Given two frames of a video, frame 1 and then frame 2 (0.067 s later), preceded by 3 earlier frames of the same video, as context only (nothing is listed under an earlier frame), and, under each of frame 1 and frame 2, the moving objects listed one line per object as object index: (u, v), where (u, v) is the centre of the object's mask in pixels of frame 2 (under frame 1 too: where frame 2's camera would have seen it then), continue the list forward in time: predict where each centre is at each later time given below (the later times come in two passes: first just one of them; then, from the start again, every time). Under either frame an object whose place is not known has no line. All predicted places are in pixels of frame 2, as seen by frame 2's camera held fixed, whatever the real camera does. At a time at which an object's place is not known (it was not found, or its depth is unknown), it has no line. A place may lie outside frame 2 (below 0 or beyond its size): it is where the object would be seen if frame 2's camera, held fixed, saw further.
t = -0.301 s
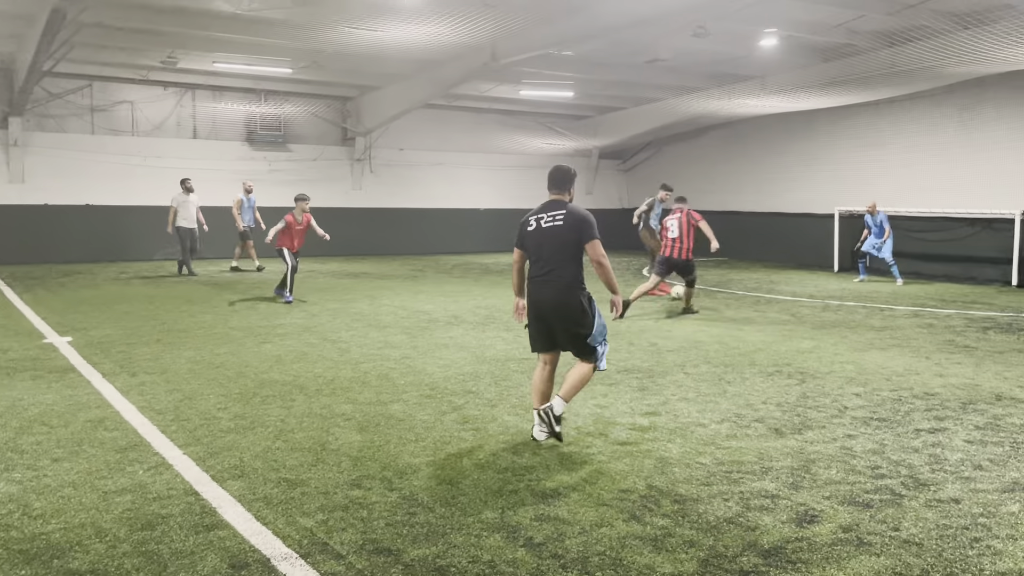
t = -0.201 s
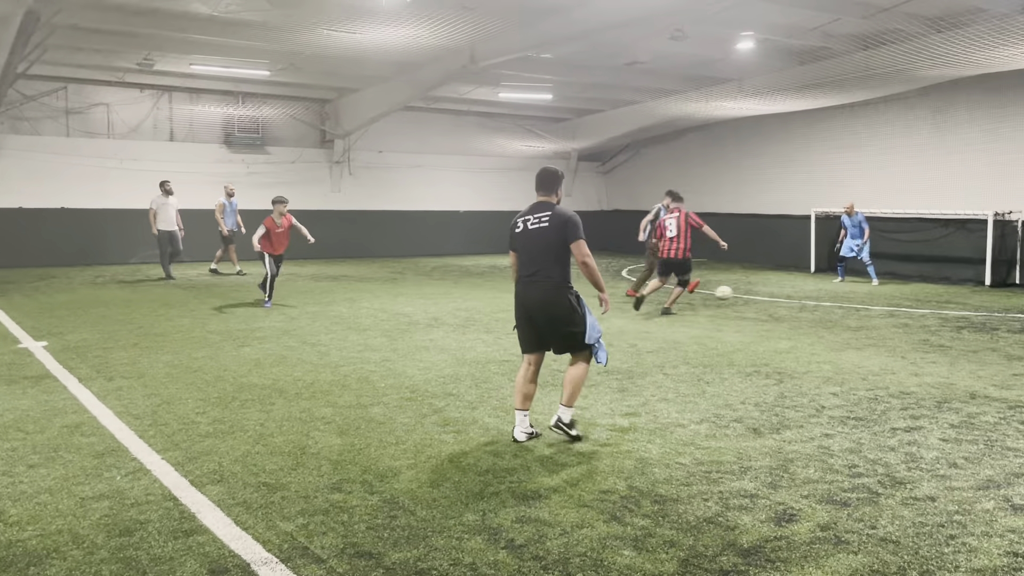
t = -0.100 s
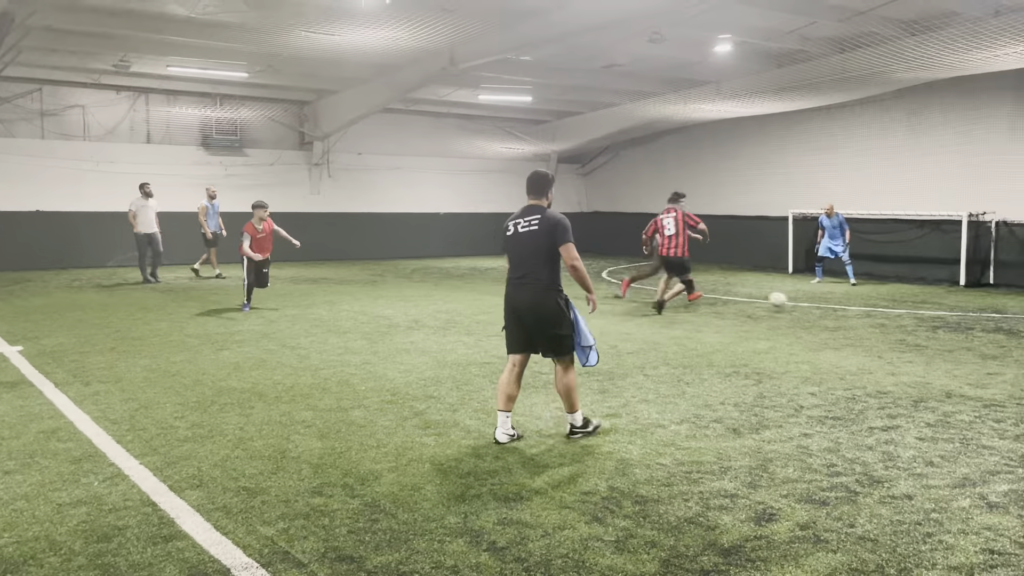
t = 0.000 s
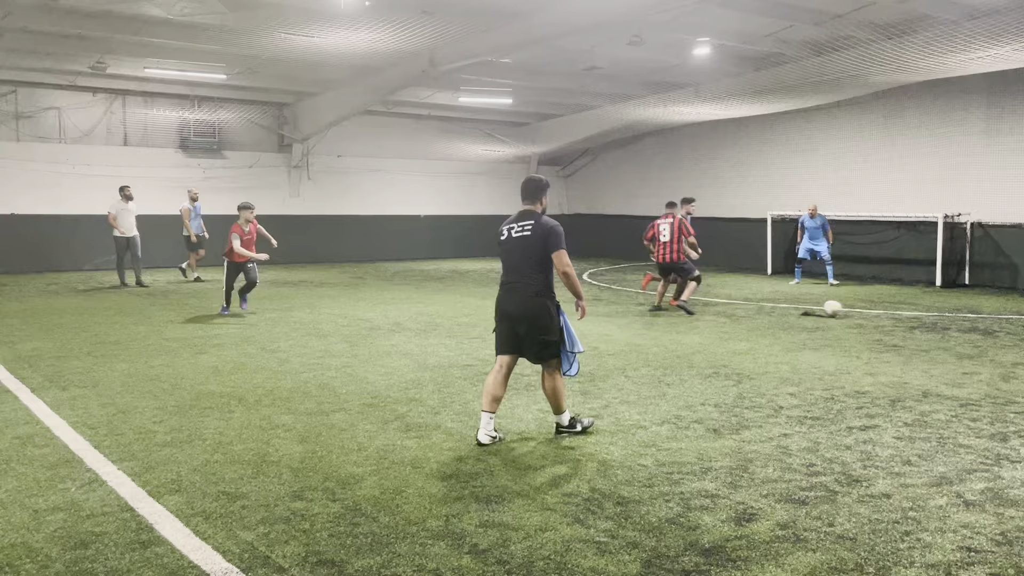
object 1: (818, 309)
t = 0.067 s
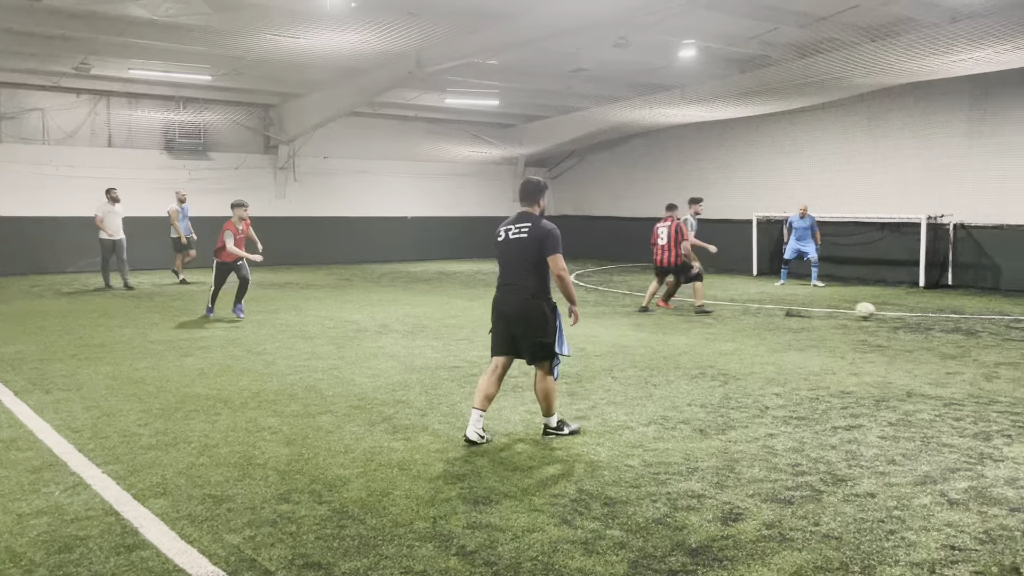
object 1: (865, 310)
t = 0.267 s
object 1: (997, 318)
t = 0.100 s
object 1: (886, 312)
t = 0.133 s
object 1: (910, 314)
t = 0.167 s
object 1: (932, 315)
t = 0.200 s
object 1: (952, 315)
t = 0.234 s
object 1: (974, 316)
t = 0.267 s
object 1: (997, 318)
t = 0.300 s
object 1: (1019, 321)
